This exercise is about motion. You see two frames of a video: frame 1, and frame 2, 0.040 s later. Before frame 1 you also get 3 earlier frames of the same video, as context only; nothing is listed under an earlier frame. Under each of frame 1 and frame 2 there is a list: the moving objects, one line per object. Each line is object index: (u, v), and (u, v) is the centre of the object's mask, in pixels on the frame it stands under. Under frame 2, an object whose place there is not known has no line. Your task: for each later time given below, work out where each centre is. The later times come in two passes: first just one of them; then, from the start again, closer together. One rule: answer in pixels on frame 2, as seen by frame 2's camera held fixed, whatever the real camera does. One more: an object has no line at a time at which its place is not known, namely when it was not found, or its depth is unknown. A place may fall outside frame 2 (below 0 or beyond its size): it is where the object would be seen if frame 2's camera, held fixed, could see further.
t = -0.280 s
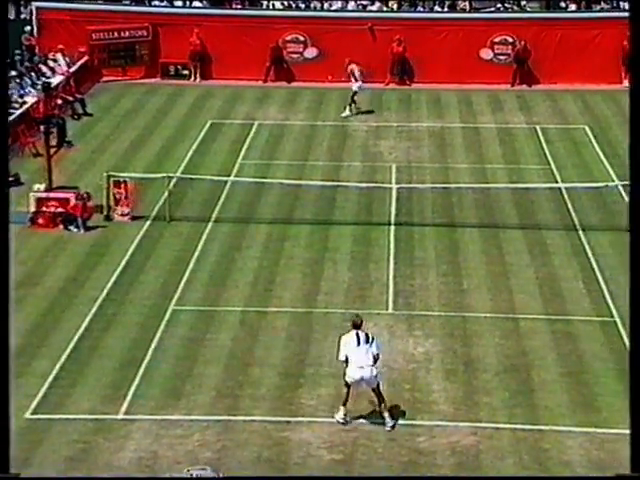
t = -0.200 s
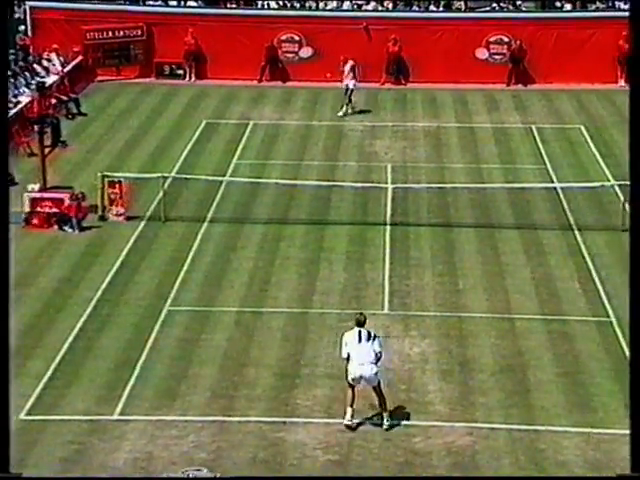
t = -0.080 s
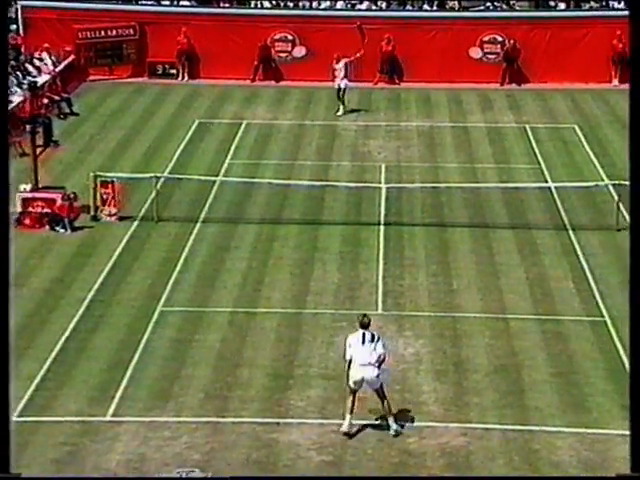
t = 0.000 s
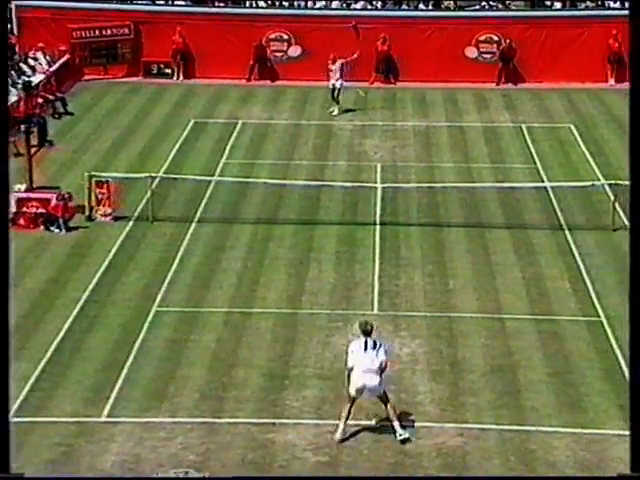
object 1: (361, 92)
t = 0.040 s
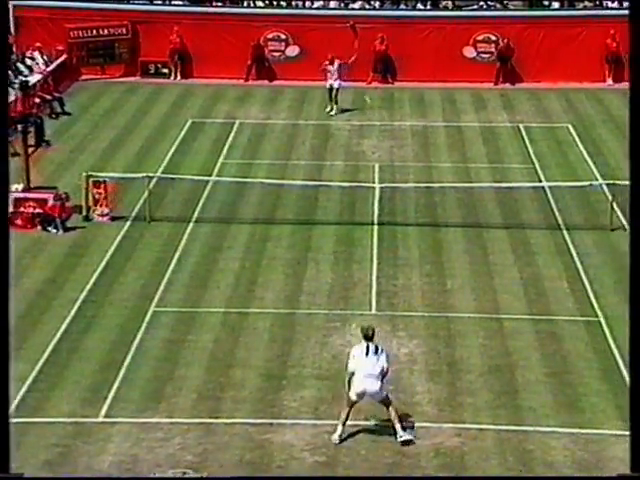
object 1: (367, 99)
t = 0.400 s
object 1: (455, 215)
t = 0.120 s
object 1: (385, 116)
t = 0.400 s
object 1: (455, 215)
